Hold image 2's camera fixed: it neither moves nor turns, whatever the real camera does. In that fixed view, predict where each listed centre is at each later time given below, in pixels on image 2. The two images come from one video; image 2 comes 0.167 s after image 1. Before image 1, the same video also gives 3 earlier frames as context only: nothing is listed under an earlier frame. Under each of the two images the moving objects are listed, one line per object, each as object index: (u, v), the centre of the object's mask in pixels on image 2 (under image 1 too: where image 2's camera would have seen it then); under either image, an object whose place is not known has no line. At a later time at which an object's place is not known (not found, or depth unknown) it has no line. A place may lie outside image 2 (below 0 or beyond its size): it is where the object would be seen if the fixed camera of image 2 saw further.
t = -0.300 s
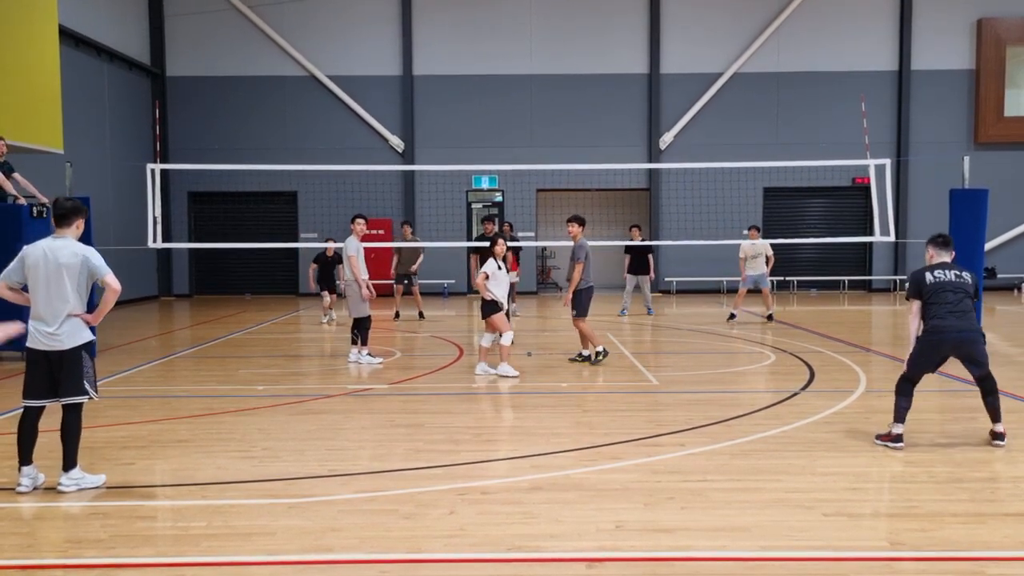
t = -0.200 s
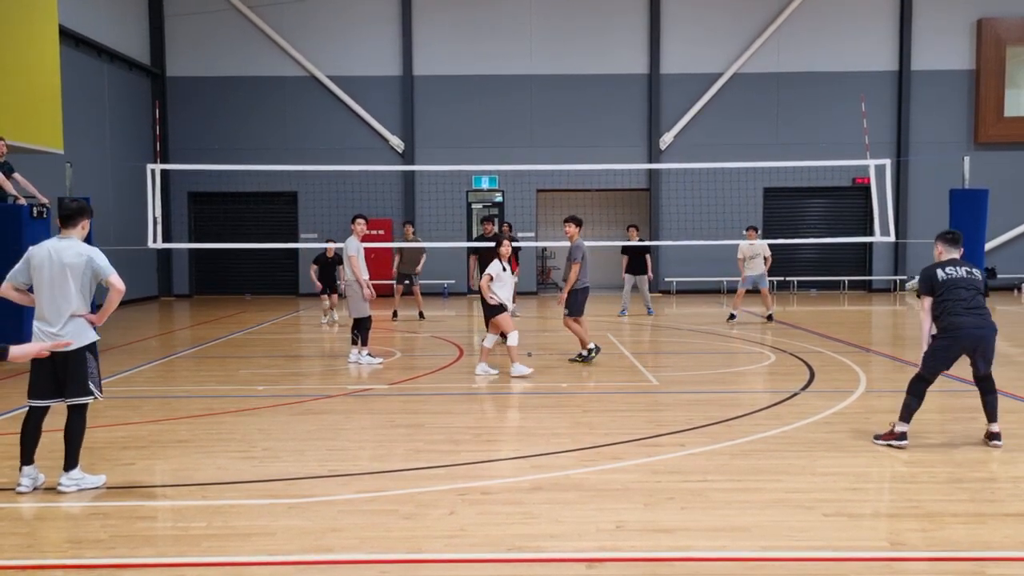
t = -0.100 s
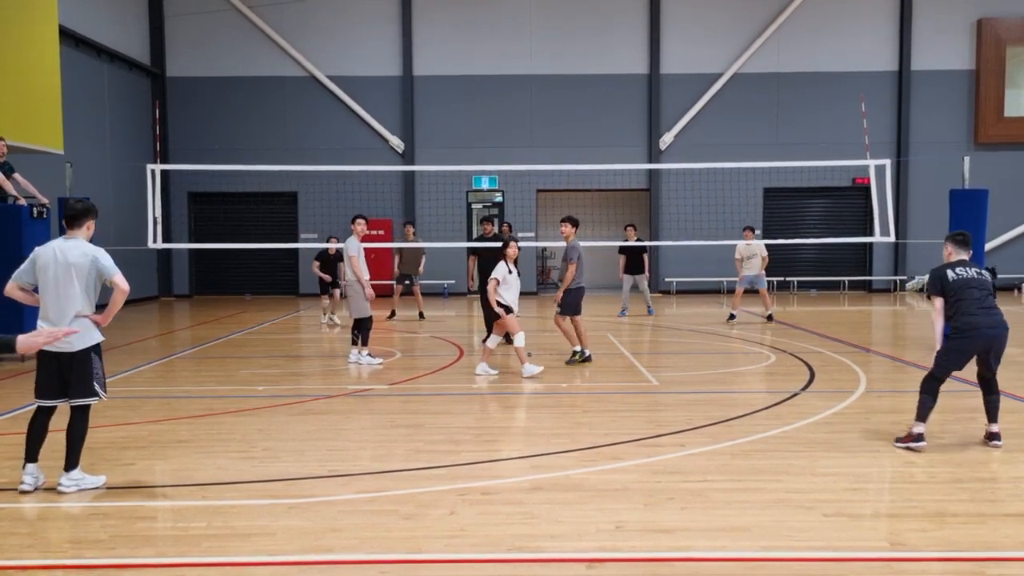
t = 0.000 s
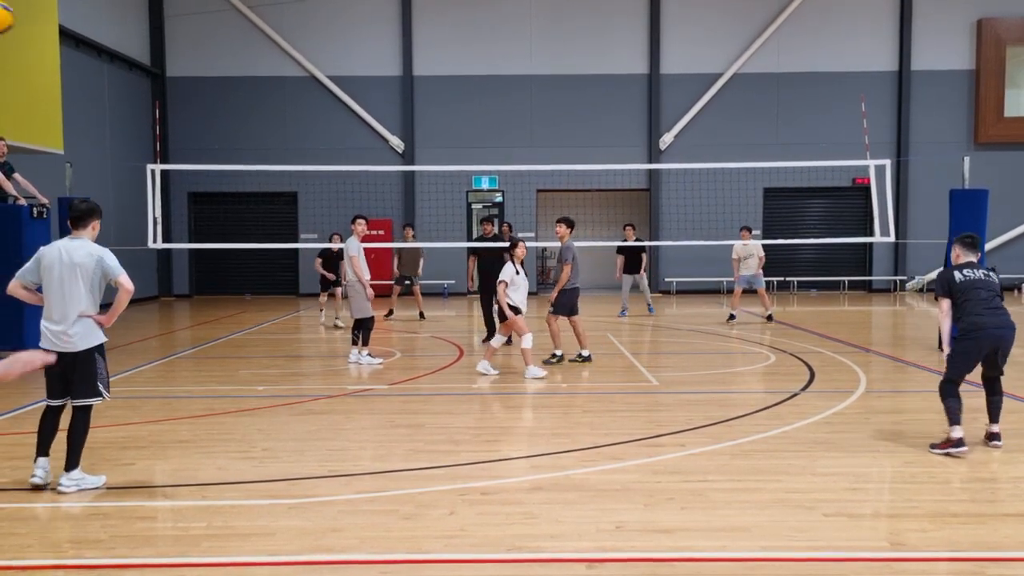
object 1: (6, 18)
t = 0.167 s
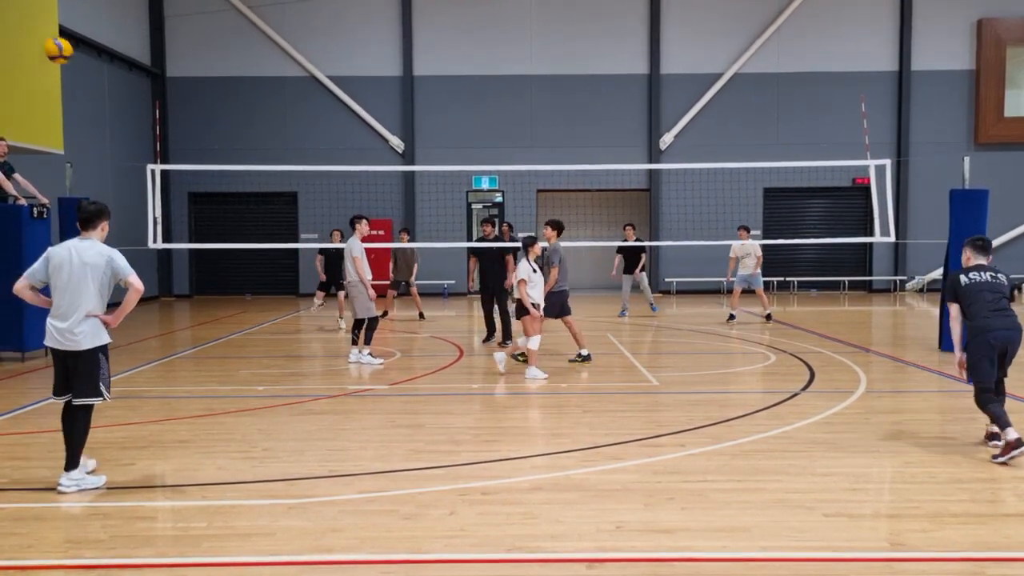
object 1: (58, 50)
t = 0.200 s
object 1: (67, 58)
